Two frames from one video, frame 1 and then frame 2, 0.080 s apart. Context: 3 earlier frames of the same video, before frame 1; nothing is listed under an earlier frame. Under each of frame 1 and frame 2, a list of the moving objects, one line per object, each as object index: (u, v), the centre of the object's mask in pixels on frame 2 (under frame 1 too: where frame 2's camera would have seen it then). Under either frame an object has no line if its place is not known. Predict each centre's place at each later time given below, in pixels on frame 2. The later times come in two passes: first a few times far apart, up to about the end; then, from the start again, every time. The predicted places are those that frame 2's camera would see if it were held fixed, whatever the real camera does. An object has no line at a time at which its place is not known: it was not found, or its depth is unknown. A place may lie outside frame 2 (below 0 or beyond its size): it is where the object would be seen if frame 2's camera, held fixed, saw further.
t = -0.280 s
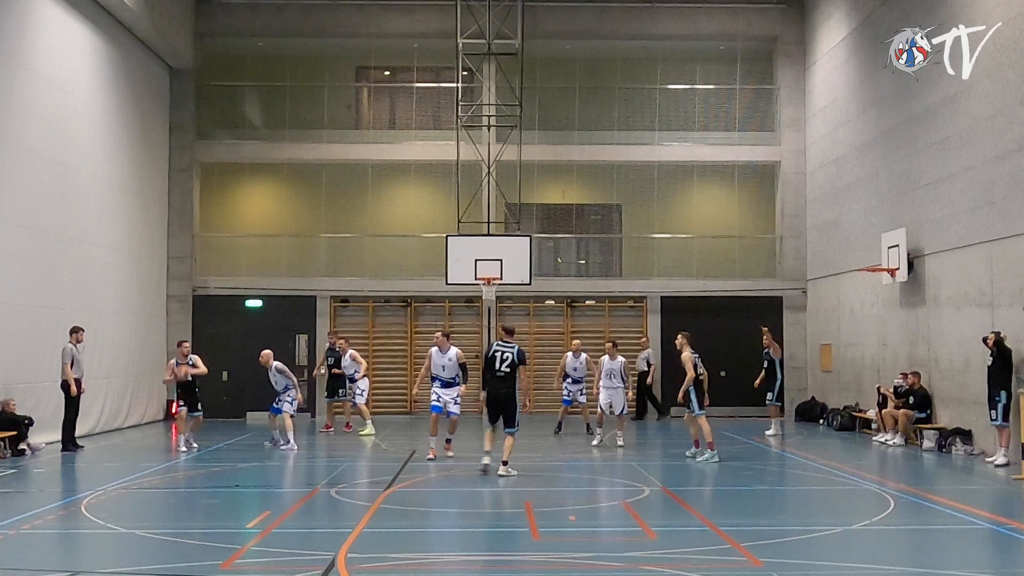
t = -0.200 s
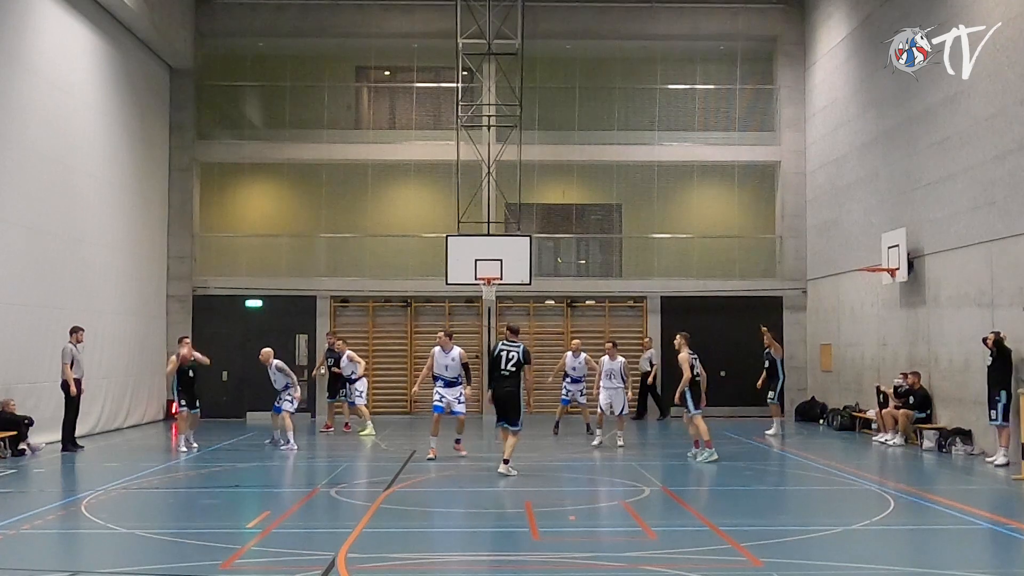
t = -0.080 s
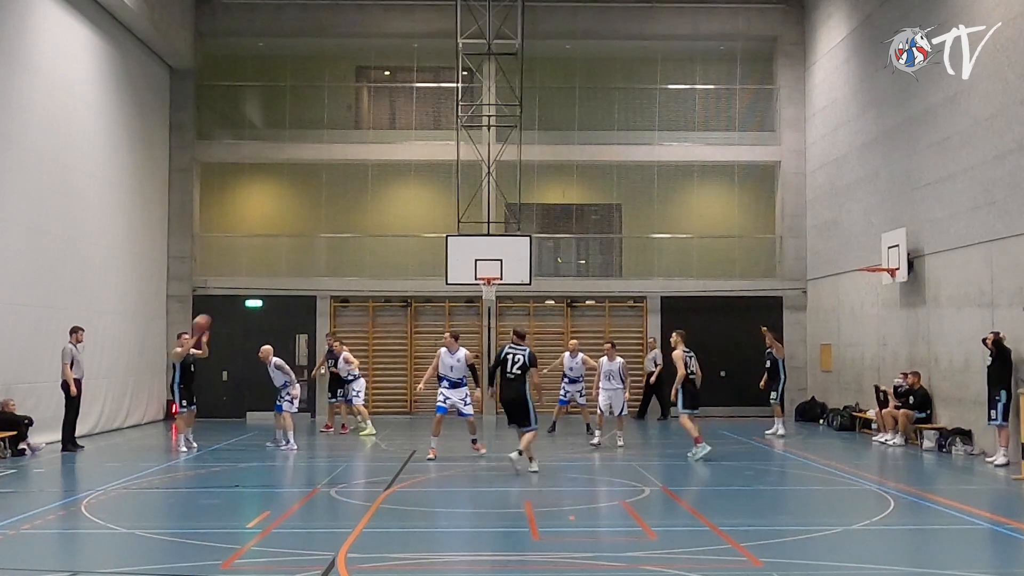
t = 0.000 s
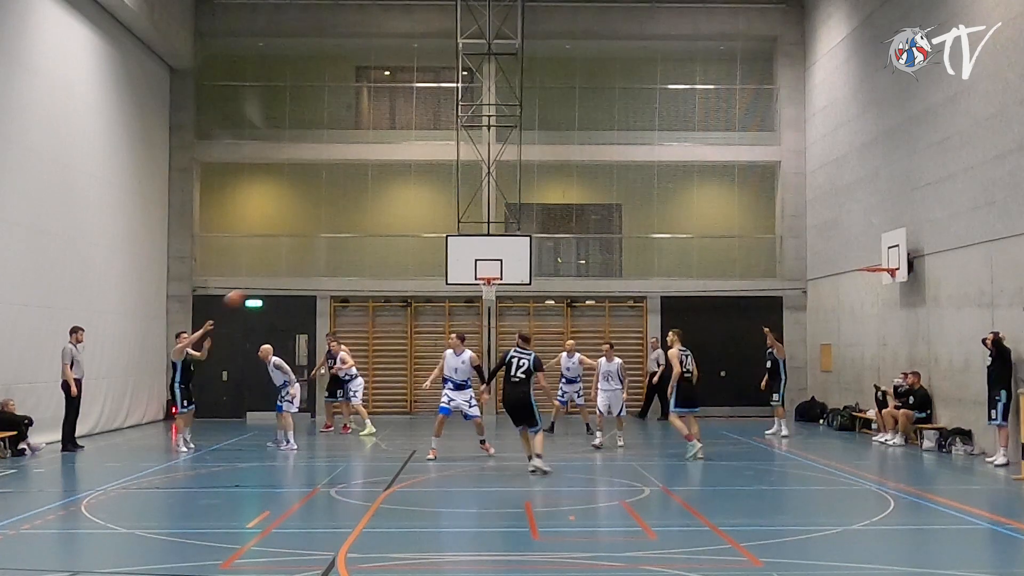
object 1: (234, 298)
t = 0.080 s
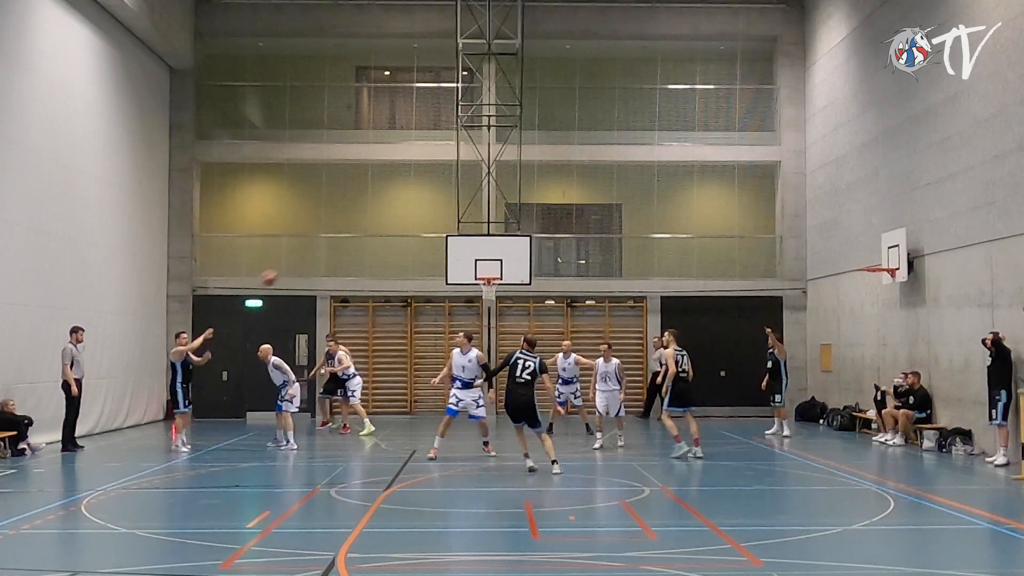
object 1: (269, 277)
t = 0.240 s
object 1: (338, 248)
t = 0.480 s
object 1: (444, 234)
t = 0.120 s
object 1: (286, 268)
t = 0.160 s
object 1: (304, 261)
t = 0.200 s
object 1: (321, 254)
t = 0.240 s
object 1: (338, 248)
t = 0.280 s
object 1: (356, 244)
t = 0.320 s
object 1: (374, 240)
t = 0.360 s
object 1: (391, 237)
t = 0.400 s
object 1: (410, 235)
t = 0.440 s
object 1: (427, 234)
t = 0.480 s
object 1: (444, 234)
